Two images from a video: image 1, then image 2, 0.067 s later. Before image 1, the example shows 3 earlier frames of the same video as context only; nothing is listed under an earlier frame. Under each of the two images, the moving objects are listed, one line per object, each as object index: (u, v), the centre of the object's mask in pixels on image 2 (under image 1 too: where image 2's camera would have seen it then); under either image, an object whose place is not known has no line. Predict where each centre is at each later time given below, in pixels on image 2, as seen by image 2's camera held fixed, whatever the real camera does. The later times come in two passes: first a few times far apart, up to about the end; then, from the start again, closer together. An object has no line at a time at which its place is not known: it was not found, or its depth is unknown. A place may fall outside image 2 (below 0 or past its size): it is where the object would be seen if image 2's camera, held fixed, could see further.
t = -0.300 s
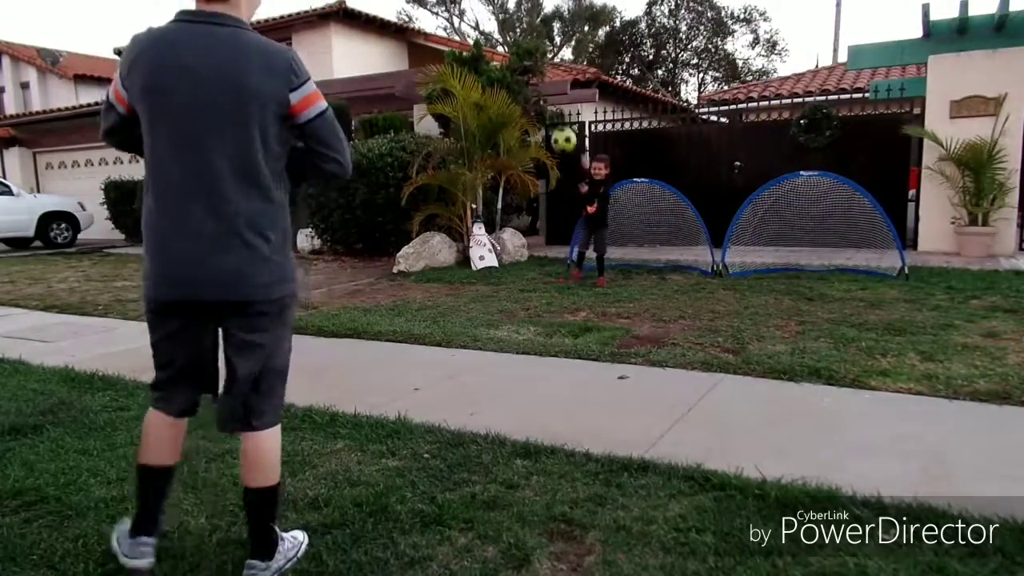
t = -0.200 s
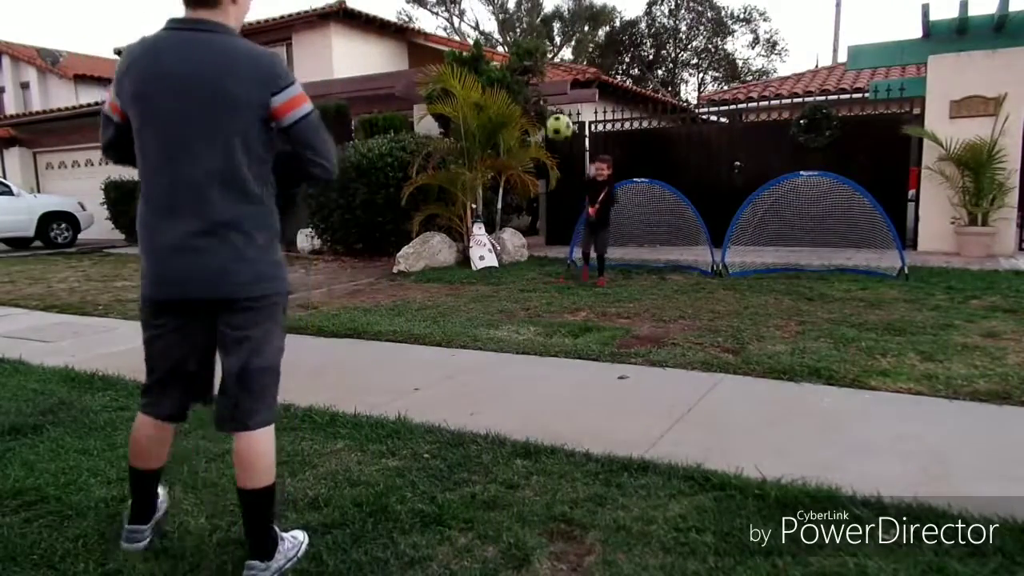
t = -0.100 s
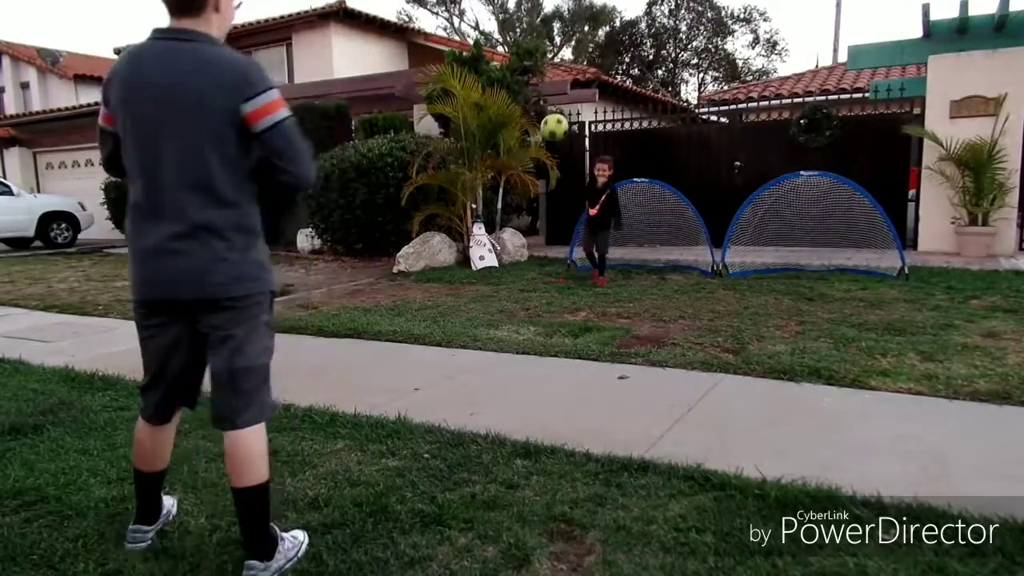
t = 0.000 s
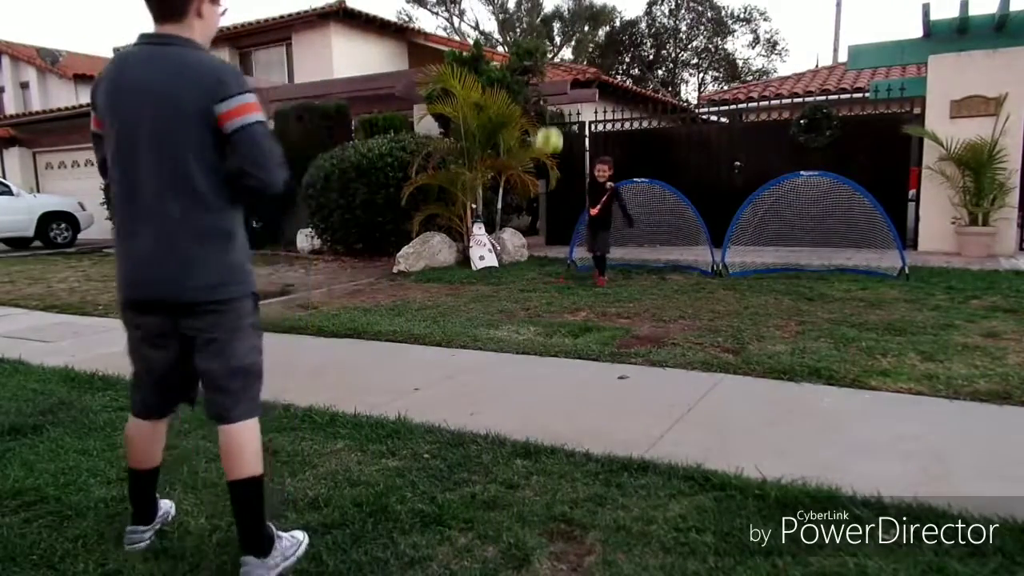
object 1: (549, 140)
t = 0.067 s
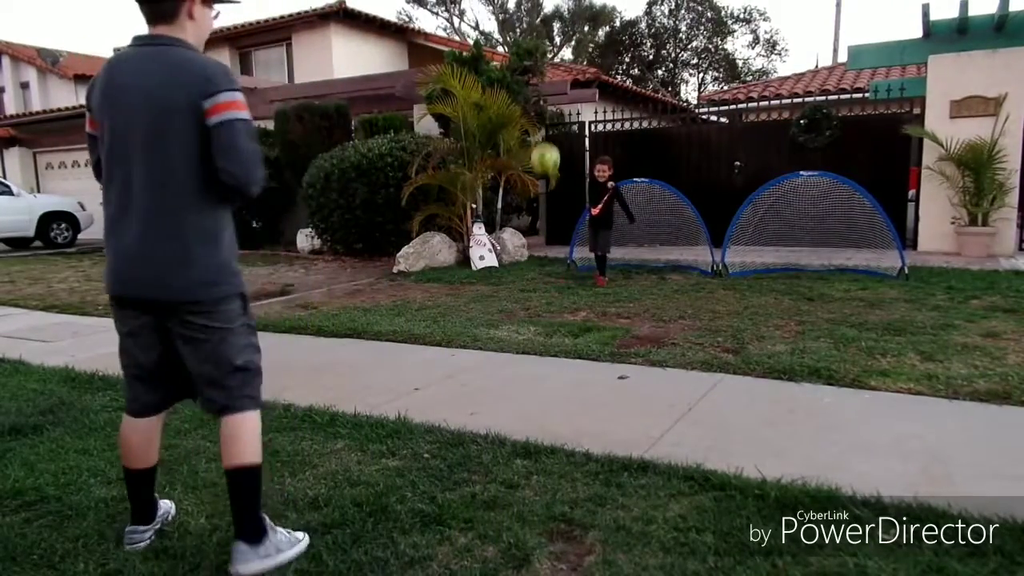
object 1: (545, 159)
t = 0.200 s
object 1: (538, 221)
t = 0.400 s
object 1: (529, 309)
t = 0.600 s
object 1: (534, 268)
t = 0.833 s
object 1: (542, 307)
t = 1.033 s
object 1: (545, 347)
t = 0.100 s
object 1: (543, 173)
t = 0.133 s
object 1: (541, 186)
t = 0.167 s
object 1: (539, 202)
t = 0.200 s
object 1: (538, 221)
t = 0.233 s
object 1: (537, 240)
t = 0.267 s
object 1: (535, 264)
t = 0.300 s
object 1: (532, 288)
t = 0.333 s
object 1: (529, 317)
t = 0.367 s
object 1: (528, 321)
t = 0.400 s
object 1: (529, 309)
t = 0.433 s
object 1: (530, 299)
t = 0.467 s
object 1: (531, 290)
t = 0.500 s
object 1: (531, 281)
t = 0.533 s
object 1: (532, 276)
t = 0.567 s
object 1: (533, 272)
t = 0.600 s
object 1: (534, 268)
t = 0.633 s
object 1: (535, 267)
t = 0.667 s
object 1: (537, 268)
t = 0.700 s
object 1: (537, 271)
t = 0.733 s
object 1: (538, 277)
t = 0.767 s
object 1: (539, 285)
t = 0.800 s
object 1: (540, 295)
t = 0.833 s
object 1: (542, 307)
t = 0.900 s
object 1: (544, 341)
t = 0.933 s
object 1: (545, 363)
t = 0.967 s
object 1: (545, 360)
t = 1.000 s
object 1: (545, 354)
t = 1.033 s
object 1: (545, 347)
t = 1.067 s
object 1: (544, 344)
